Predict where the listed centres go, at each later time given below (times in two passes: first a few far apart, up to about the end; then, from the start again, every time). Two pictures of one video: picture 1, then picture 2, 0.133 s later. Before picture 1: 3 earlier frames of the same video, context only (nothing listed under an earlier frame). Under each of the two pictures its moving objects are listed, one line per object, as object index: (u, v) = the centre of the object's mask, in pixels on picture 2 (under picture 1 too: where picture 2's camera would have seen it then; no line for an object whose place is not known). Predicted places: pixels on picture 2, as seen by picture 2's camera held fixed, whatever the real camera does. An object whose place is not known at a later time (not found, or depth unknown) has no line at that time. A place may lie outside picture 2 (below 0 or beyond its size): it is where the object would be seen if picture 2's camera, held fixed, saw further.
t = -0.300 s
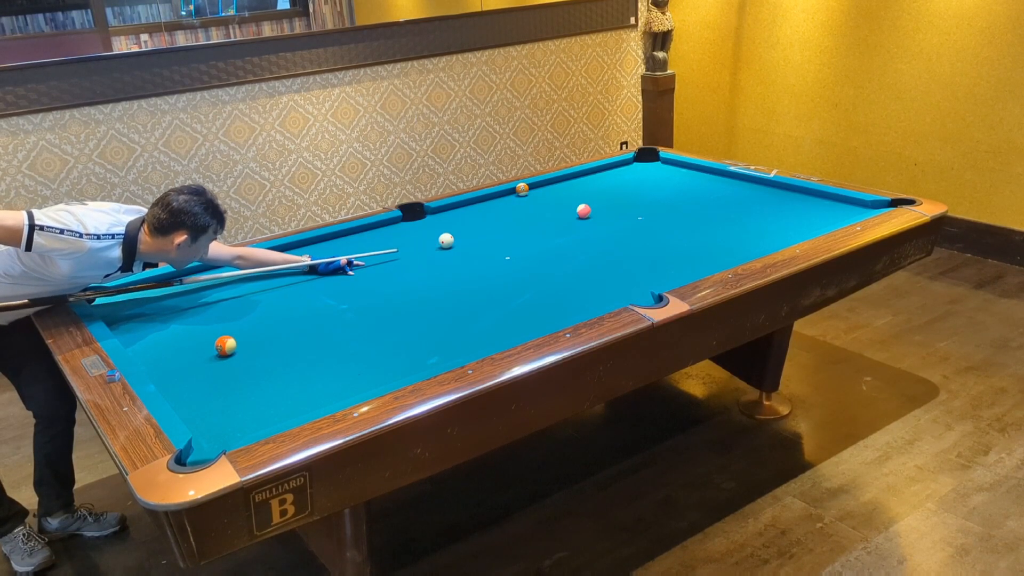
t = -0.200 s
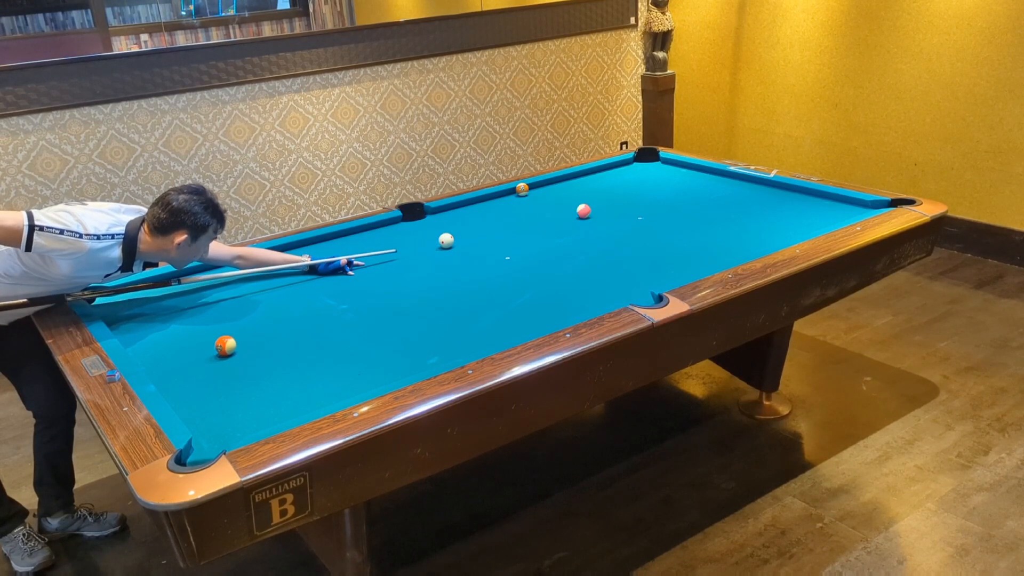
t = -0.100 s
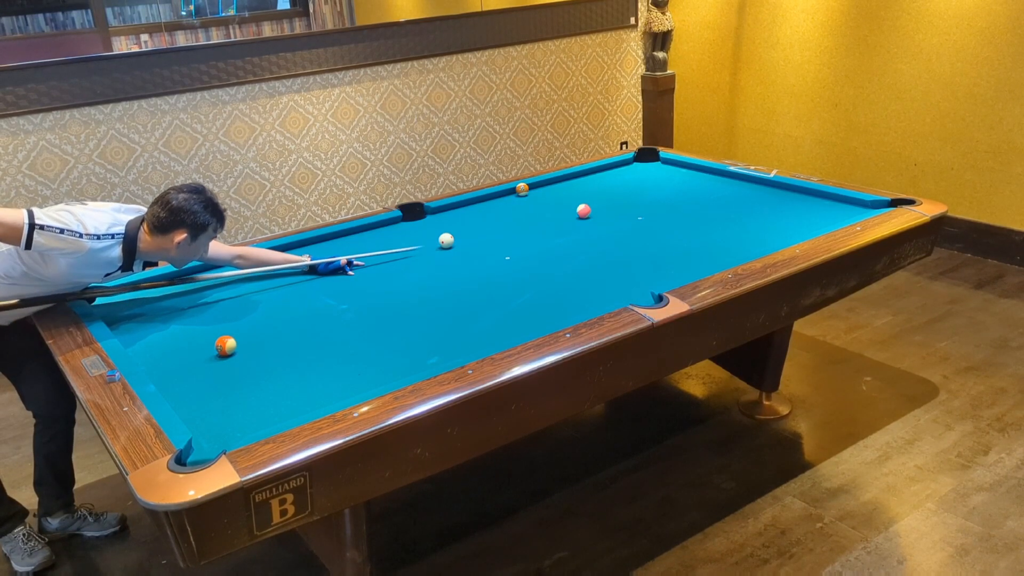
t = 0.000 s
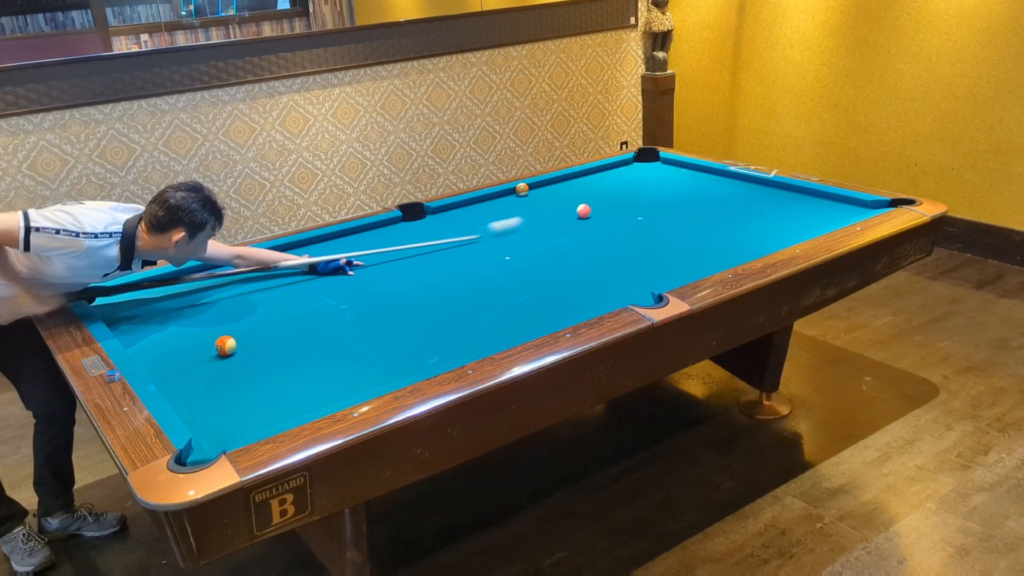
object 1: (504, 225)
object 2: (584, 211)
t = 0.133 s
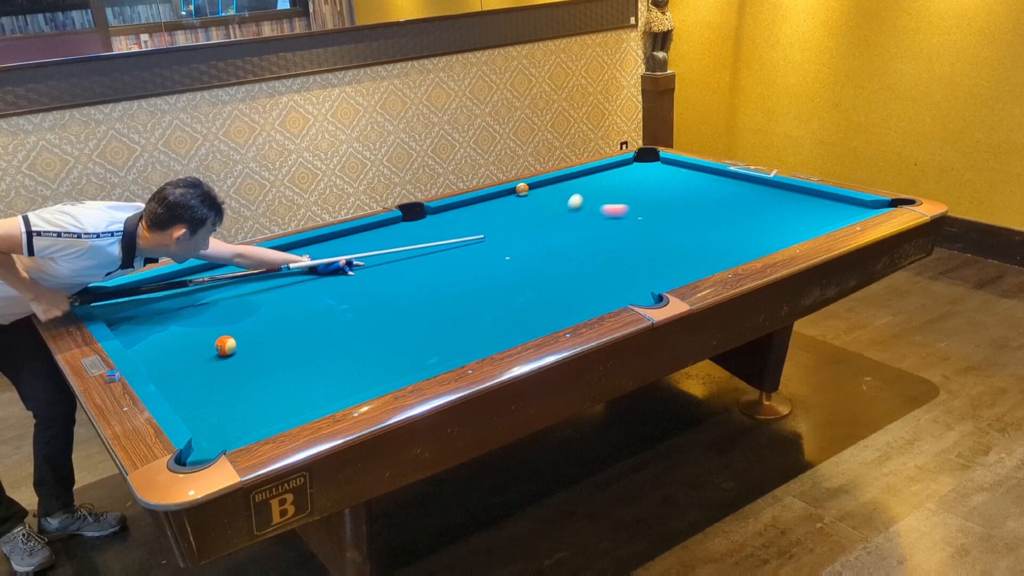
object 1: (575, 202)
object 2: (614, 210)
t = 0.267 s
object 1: (587, 184)
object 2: (688, 211)
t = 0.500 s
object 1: (621, 166)
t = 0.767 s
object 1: (667, 168)
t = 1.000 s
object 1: (672, 183)
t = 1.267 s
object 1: (678, 201)
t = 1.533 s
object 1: (685, 222)
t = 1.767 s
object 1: (691, 242)
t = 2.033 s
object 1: (700, 265)
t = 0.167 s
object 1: (579, 196)
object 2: (634, 211)
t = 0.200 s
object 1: (581, 192)
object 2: (652, 211)
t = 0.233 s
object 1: (584, 188)
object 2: (670, 211)
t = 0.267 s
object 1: (587, 184)
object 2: (688, 211)
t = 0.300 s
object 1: (589, 180)
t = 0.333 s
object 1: (591, 177)
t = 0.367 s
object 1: (592, 174)
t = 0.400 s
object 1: (594, 171)
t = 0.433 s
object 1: (600, 168)
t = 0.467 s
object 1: (611, 167)
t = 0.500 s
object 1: (621, 166)
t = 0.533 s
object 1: (631, 165)
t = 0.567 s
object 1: (641, 164)
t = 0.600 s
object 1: (651, 162)
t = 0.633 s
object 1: (661, 161)
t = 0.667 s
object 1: (667, 161)
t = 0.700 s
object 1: (667, 164)
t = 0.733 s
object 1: (667, 166)
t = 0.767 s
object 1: (667, 168)
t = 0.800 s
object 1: (668, 170)
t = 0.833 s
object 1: (668, 172)
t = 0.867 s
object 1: (669, 174)
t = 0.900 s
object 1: (670, 176)
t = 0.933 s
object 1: (670, 178)
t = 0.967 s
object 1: (671, 180)
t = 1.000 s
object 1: (672, 183)
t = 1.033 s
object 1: (672, 185)
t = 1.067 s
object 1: (673, 187)
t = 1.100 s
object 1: (674, 189)
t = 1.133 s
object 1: (675, 192)
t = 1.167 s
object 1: (675, 194)
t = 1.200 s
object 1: (676, 196)
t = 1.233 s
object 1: (677, 199)
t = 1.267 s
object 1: (678, 201)
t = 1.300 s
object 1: (679, 204)
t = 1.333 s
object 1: (679, 206)
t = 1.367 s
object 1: (680, 209)
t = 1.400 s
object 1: (681, 211)
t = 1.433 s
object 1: (682, 214)
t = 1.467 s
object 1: (683, 216)
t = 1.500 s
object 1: (684, 219)
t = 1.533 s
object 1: (685, 222)
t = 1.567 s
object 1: (686, 224)
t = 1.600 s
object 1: (687, 227)
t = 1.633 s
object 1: (687, 230)
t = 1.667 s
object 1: (688, 233)
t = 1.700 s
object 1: (689, 236)
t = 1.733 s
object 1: (690, 239)
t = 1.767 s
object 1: (691, 242)
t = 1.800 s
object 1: (692, 245)
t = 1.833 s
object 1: (693, 248)
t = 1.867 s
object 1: (695, 251)
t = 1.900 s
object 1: (696, 254)
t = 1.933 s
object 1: (697, 257)
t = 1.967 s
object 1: (698, 261)
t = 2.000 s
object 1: (699, 263)
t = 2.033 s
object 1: (700, 265)
